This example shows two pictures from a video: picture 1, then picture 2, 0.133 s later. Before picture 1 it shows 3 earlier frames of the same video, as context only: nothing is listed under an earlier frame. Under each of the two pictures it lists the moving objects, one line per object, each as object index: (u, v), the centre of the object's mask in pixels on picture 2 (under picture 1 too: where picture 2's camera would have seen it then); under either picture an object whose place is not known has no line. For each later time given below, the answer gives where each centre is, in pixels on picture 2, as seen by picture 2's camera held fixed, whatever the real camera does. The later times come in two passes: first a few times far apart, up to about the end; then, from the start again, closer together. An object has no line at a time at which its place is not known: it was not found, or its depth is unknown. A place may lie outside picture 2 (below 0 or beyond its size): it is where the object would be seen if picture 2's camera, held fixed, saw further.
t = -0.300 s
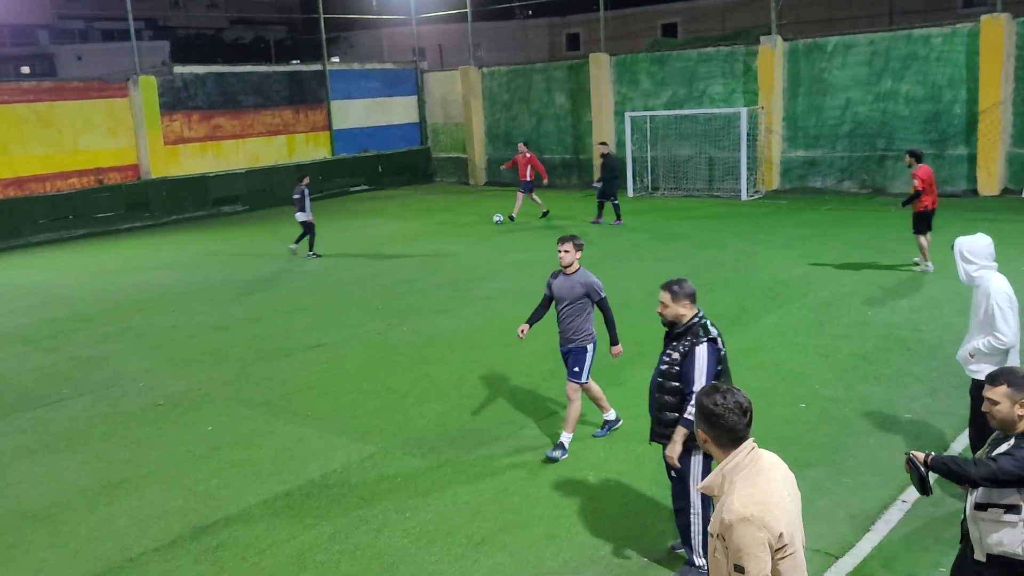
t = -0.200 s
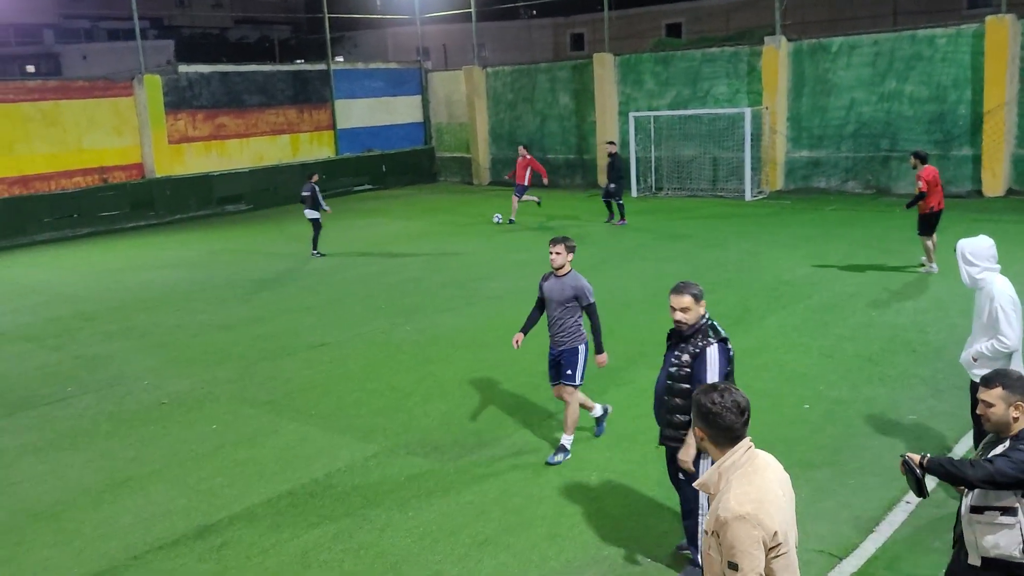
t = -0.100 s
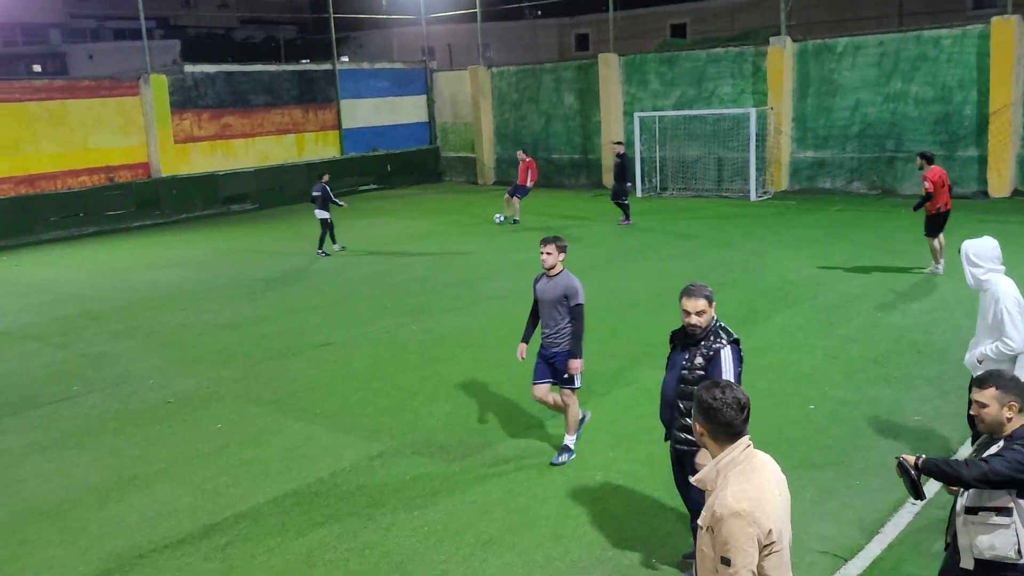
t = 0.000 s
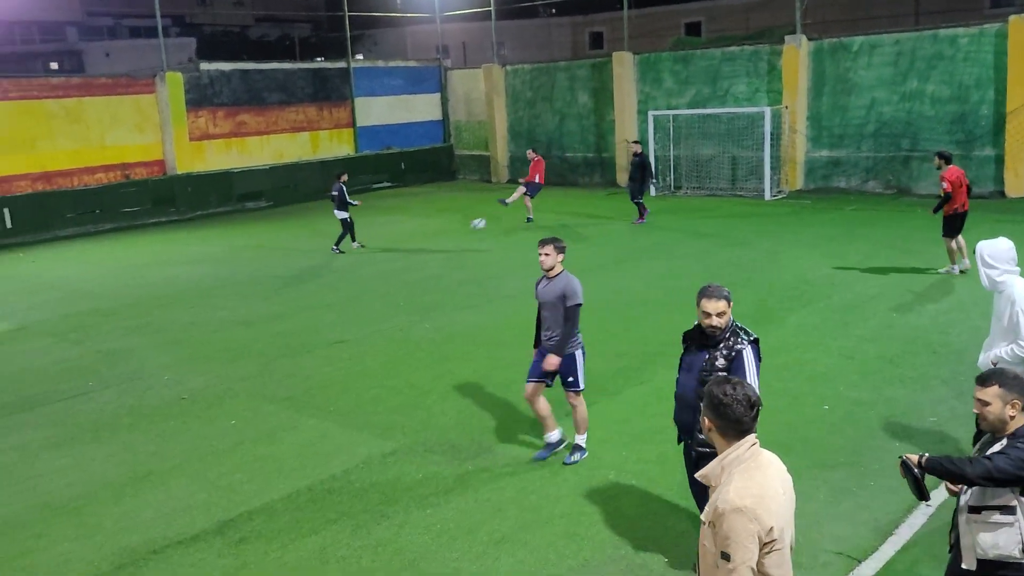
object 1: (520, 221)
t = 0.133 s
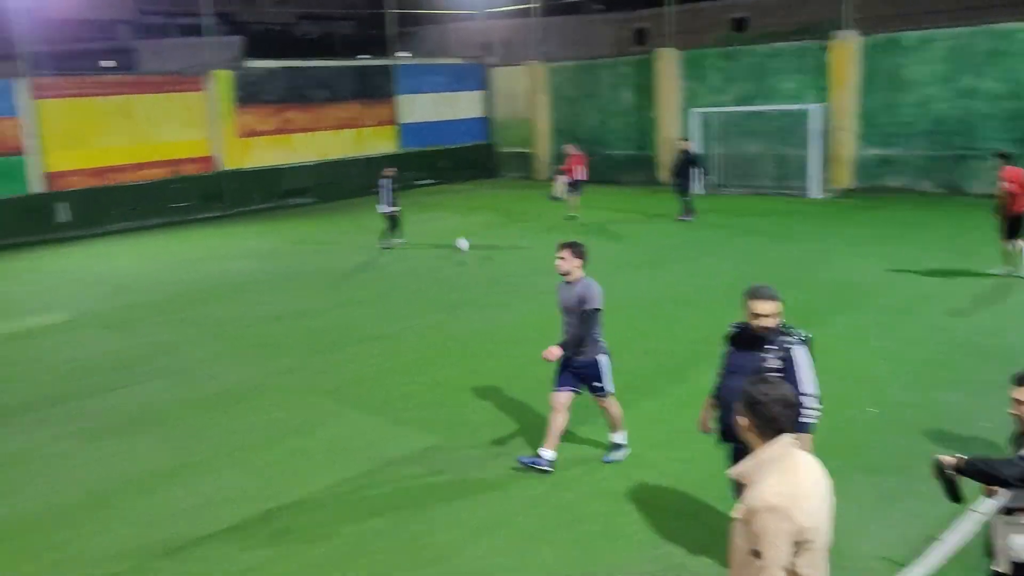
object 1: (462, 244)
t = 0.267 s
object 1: (398, 279)
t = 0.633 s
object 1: (191, 382)
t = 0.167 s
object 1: (446, 252)
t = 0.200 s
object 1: (431, 262)
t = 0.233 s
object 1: (416, 274)
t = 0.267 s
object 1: (398, 279)
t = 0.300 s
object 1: (382, 284)
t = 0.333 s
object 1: (365, 291)
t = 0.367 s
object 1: (347, 299)
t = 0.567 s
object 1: (228, 363)
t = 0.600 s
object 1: (210, 371)
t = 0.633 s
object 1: (191, 382)
